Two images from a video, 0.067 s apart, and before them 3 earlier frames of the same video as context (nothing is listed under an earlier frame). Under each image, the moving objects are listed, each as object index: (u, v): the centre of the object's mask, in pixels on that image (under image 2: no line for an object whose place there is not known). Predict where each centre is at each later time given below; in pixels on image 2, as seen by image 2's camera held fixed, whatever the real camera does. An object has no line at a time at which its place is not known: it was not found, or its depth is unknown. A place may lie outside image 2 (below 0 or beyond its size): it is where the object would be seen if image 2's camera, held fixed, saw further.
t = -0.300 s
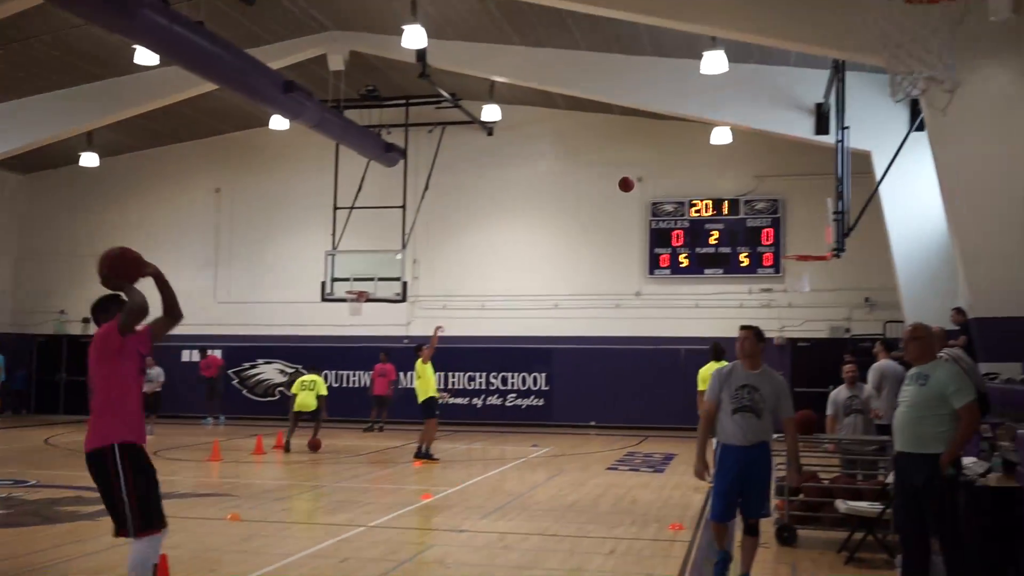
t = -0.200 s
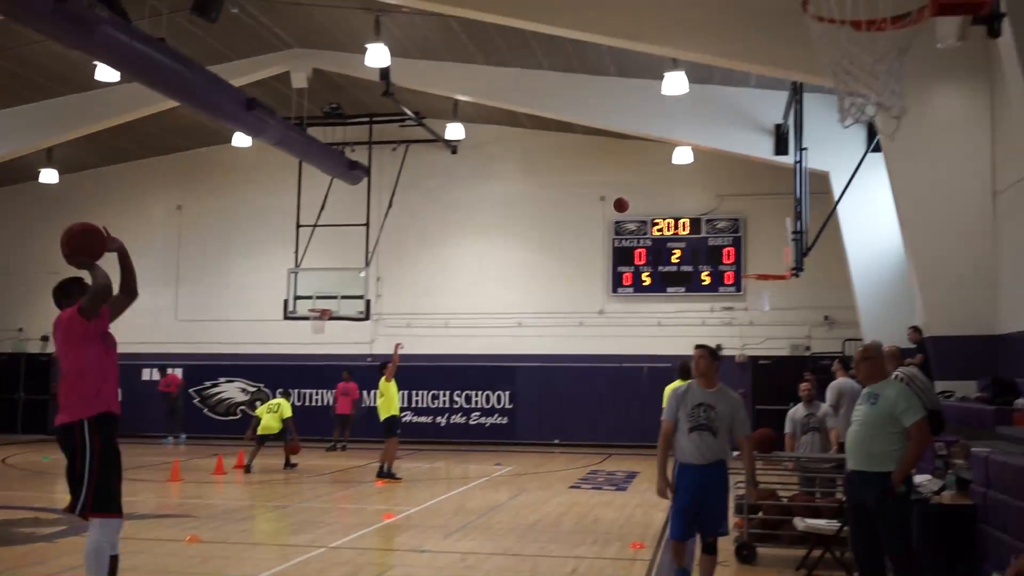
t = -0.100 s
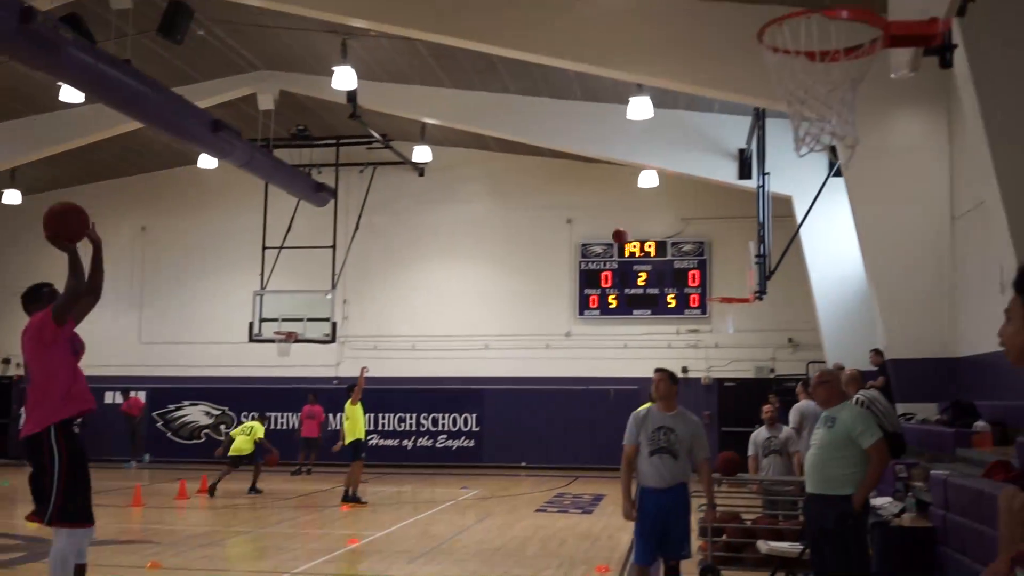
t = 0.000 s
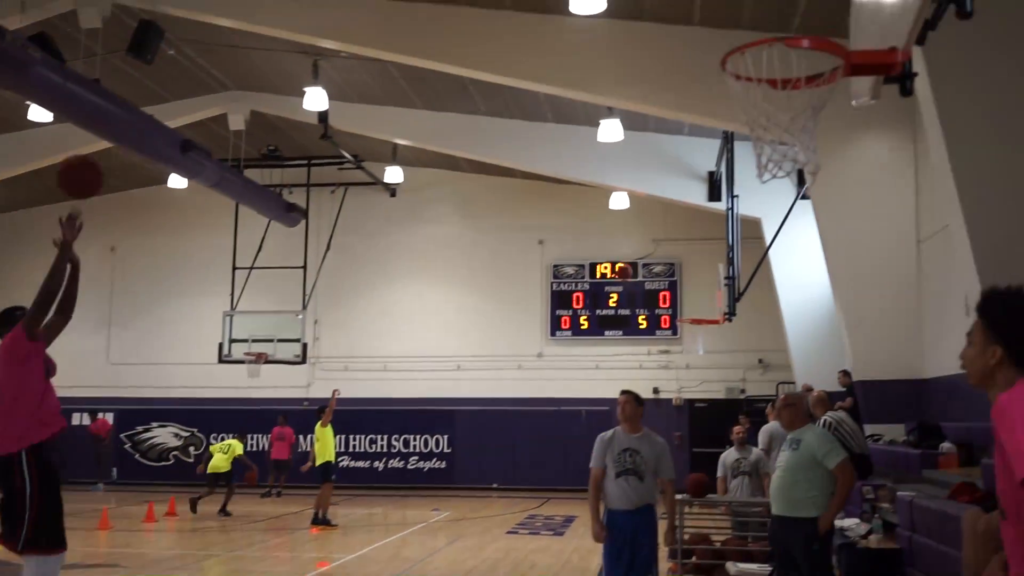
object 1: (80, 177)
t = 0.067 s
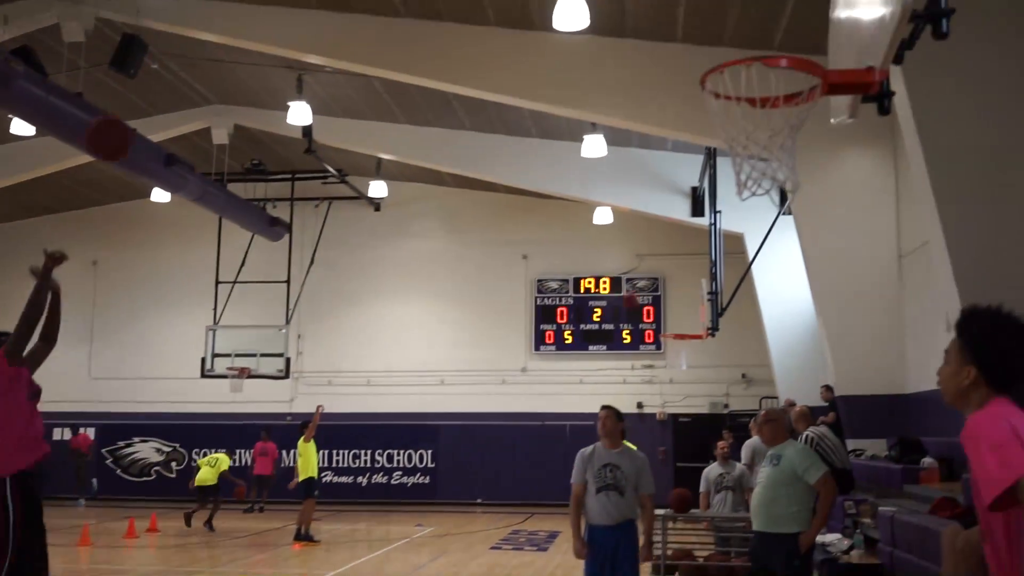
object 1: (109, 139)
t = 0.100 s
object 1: (133, 114)
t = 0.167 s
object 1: (182, 70)
